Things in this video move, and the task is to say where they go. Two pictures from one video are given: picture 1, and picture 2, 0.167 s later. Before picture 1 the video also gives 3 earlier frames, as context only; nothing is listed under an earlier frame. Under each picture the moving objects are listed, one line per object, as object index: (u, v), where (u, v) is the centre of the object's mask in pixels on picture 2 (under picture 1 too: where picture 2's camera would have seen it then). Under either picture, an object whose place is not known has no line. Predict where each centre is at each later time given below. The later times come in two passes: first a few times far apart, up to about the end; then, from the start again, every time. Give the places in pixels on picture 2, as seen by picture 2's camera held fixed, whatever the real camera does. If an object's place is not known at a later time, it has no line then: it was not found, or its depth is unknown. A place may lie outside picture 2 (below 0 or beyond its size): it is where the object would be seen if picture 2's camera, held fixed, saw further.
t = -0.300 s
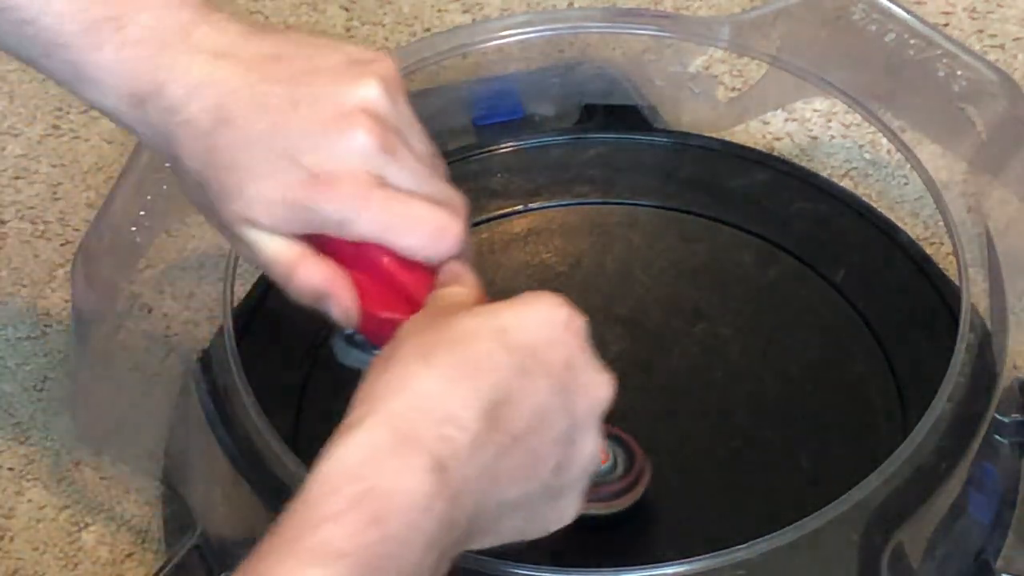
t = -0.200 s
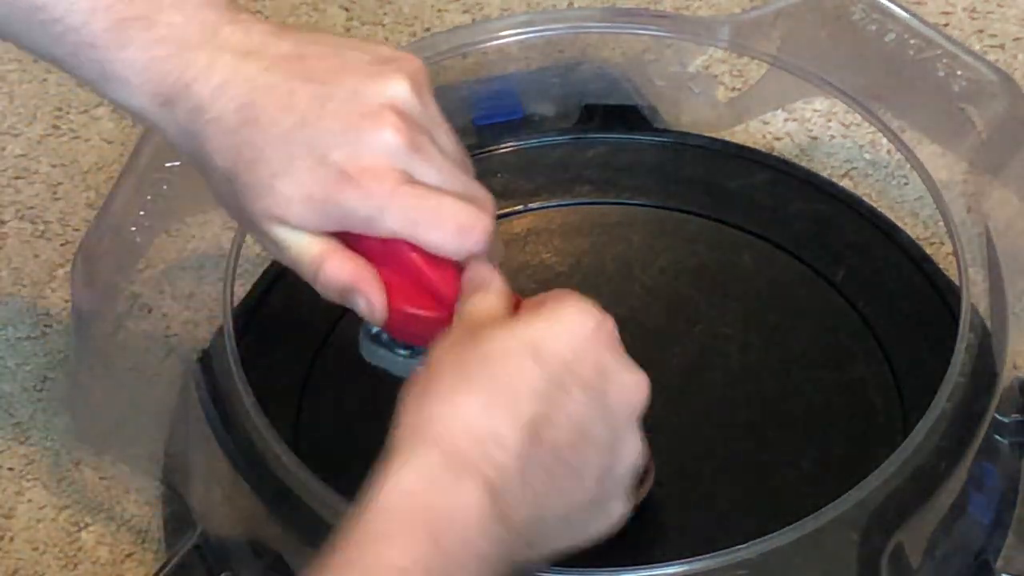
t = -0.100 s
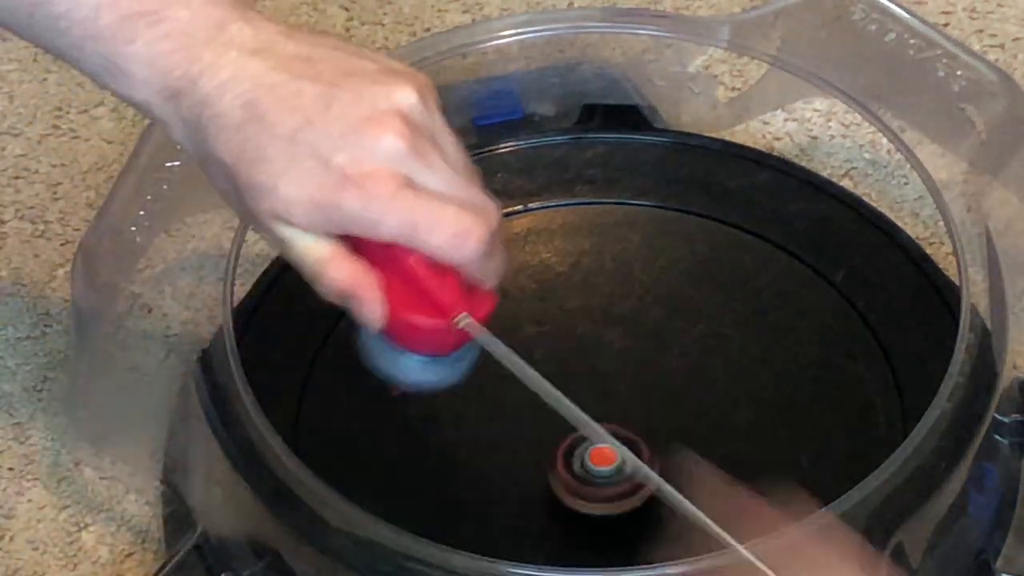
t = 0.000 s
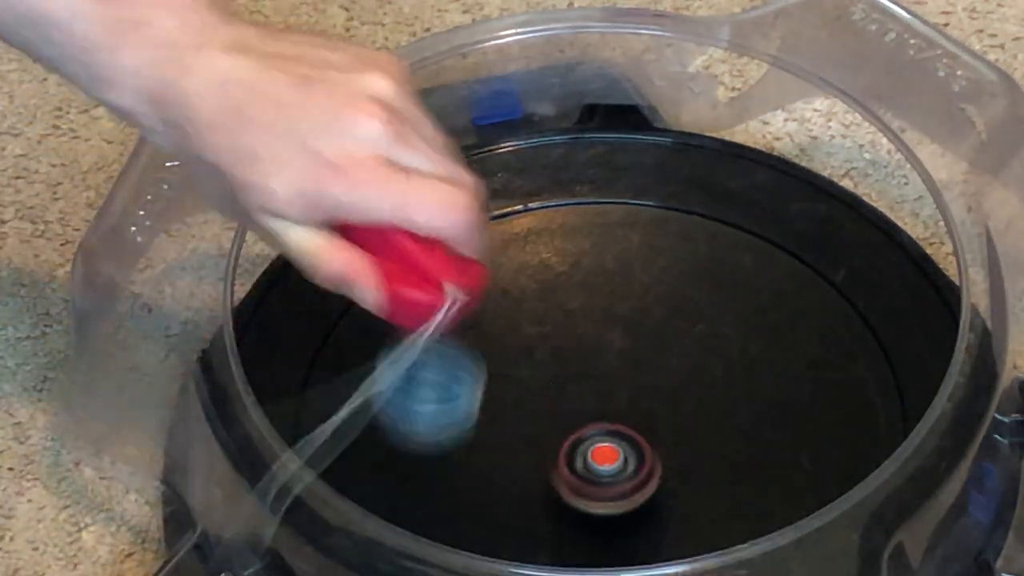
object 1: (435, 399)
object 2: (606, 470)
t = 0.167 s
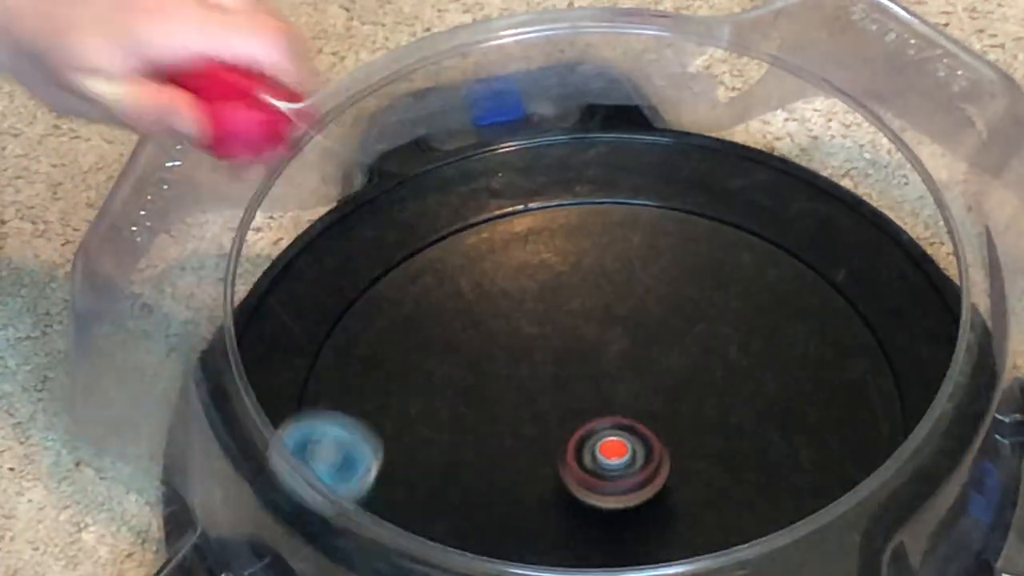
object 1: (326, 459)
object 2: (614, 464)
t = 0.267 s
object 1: (362, 521)
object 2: (615, 463)
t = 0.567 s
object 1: (345, 294)
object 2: (781, 413)
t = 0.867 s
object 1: (279, 347)
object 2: (776, 476)
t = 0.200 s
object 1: (328, 476)
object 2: (615, 463)
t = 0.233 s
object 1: (339, 501)
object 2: (615, 463)
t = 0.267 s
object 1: (362, 521)
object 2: (615, 463)
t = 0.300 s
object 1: (398, 529)
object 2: (615, 464)
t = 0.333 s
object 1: (442, 515)
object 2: (615, 463)
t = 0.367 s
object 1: (479, 503)
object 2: (616, 463)
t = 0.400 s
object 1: (509, 473)
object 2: (620, 462)
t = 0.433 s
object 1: (498, 437)
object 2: (662, 449)
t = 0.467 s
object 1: (472, 397)
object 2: (707, 435)
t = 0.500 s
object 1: (435, 355)
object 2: (741, 423)
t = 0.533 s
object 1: (390, 317)
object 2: (766, 415)
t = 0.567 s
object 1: (345, 294)
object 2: (781, 413)
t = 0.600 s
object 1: (325, 301)
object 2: (791, 415)
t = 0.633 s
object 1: (308, 326)
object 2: (797, 421)
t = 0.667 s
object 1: (290, 334)
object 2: (798, 429)
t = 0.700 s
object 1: (277, 333)
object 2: (799, 438)
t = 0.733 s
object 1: (256, 325)
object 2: (798, 445)
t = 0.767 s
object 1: (256, 327)
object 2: (795, 454)
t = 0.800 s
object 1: (273, 345)
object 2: (789, 462)
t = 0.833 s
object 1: (270, 347)
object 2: (783, 469)
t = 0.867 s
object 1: (279, 347)
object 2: (776, 476)
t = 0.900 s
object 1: (281, 341)
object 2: (768, 482)
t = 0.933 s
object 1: (283, 333)
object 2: (760, 487)
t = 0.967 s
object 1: (286, 325)
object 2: (750, 491)
